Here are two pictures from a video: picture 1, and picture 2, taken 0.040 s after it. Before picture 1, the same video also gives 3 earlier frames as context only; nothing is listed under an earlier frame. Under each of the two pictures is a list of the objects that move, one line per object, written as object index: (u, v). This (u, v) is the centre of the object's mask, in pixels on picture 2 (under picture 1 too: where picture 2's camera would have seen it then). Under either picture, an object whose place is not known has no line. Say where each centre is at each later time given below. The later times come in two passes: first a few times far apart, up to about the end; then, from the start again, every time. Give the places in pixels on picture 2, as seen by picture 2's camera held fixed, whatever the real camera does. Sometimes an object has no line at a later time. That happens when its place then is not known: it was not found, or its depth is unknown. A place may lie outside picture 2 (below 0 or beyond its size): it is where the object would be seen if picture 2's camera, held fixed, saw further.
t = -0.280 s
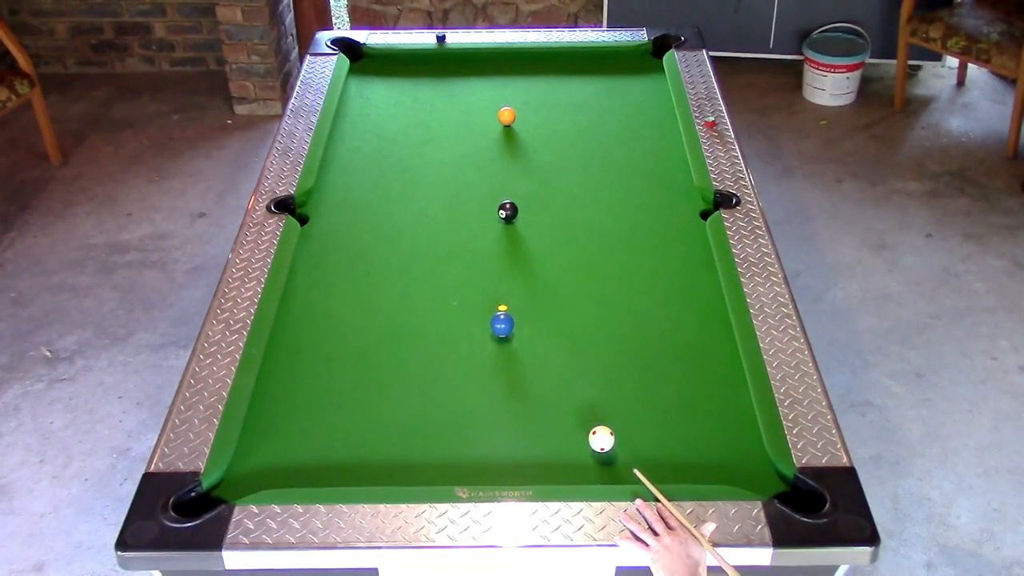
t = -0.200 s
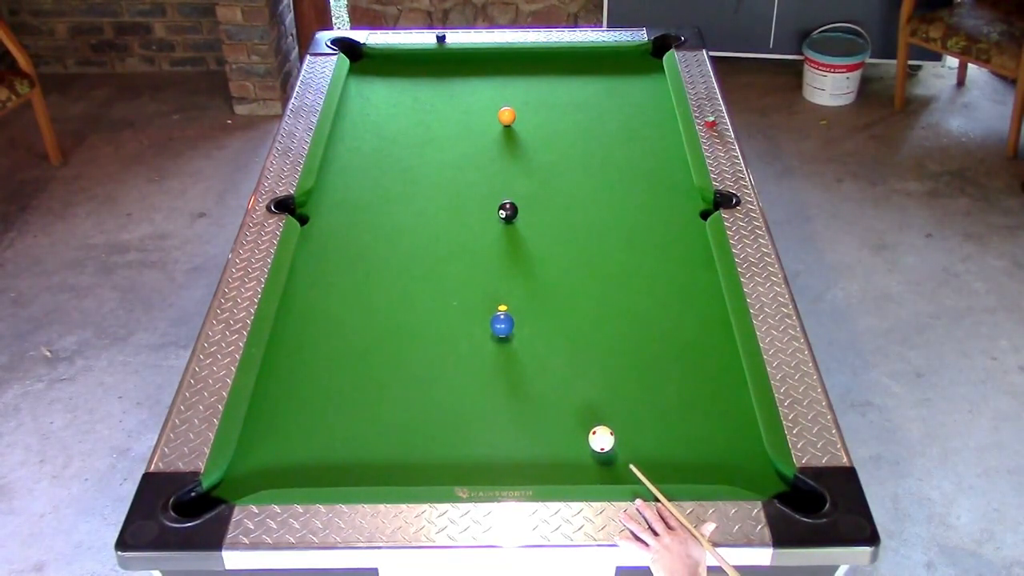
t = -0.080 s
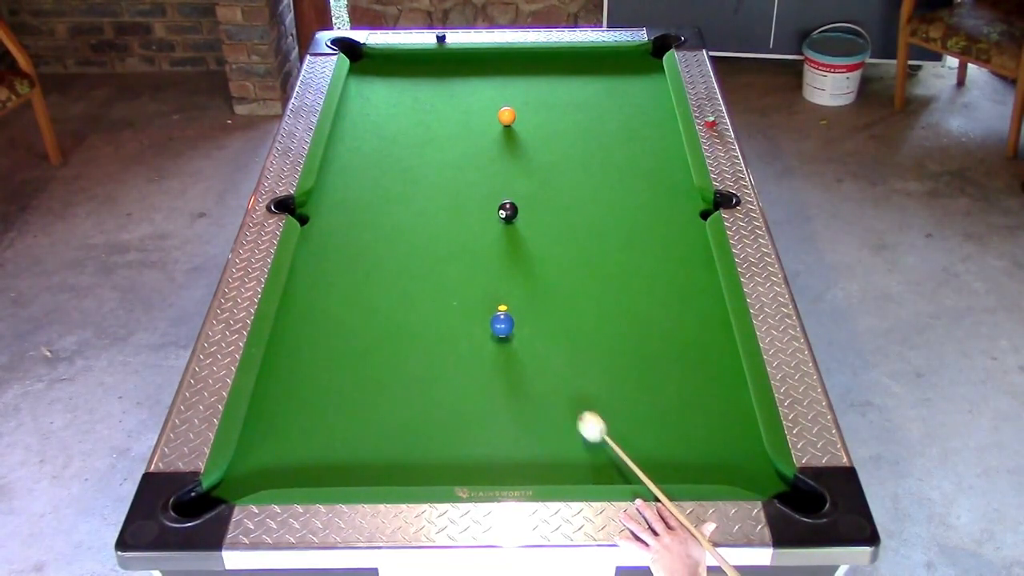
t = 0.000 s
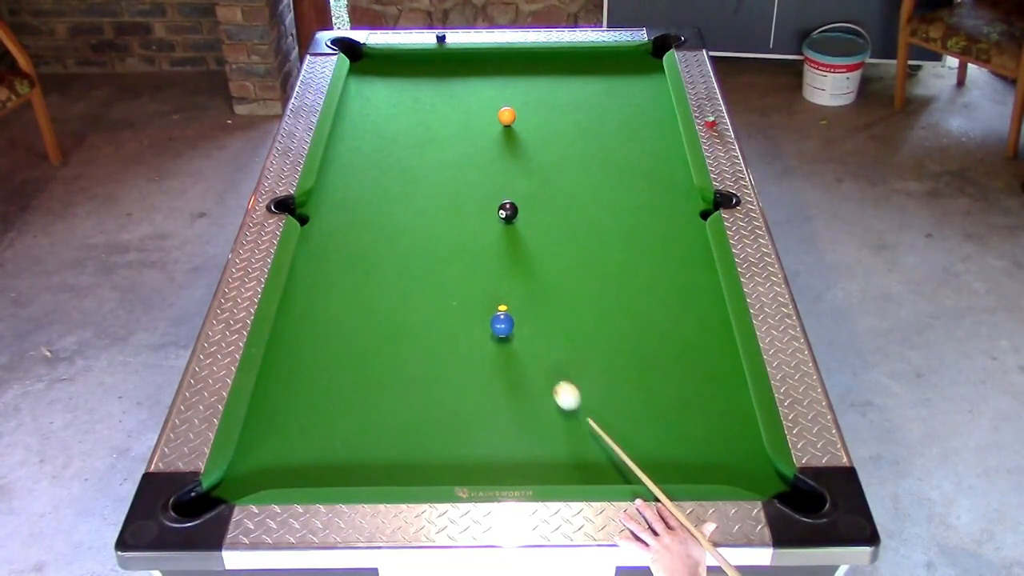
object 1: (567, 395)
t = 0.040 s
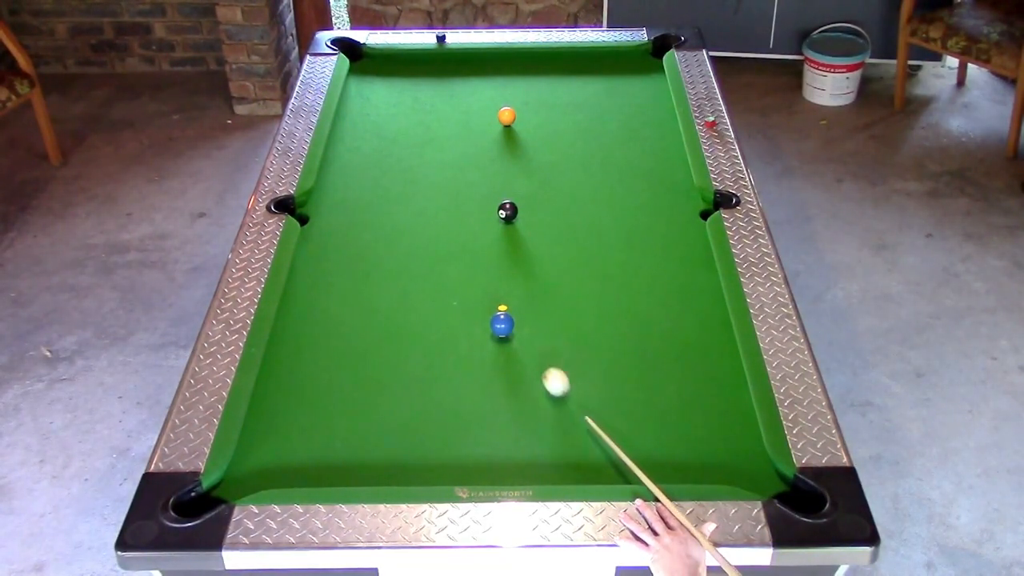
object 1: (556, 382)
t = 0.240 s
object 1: (526, 329)
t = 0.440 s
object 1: (541, 306)
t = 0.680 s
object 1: (555, 280)
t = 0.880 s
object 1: (566, 262)
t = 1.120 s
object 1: (578, 242)
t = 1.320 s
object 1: (587, 227)
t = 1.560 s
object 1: (596, 212)
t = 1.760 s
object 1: (604, 201)
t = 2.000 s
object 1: (611, 189)
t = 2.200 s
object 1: (616, 181)
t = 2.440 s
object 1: (622, 172)
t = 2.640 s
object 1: (625, 166)
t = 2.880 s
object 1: (629, 160)
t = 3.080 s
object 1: (631, 156)
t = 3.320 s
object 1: (633, 153)
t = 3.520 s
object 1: (635, 151)
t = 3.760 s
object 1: (636, 150)
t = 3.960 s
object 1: (636, 150)
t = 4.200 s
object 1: (636, 149)
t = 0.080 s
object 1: (546, 368)
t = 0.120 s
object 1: (536, 355)
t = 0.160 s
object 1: (526, 343)
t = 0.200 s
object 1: (521, 333)
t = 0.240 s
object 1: (526, 329)
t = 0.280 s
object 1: (530, 325)
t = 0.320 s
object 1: (532, 320)
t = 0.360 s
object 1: (535, 315)
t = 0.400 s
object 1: (538, 310)
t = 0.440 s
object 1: (541, 306)
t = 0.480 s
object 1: (543, 301)
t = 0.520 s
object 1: (546, 297)
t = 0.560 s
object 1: (548, 293)
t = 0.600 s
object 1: (551, 288)
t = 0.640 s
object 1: (553, 284)
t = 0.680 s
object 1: (555, 280)
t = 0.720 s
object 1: (558, 276)
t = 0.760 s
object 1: (560, 273)
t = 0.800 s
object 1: (562, 269)
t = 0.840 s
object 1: (564, 265)
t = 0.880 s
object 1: (566, 262)
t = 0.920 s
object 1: (568, 258)
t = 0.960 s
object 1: (570, 255)
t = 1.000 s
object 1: (573, 251)
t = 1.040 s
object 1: (574, 248)
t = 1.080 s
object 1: (576, 245)
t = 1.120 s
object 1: (578, 242)
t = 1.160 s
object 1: (580, 239)
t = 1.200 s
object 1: (582, 236)
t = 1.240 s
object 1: (583, 233)
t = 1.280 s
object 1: (585, 230)
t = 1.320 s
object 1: (587, 227)
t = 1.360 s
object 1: (588, 225)
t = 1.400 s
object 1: (590, 222)
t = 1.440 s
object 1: (591, 219)
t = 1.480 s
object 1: (593, 217)
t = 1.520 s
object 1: (595, 214)
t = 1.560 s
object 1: (596, 212)
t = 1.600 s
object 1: (598, 210)
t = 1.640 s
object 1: (599, 207)
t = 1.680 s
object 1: (601, 205)
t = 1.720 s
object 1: (602, 203)
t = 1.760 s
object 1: (604, 201)
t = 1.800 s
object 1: (605, 199)
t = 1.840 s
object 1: (606, 197)
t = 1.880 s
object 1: (607, 195)
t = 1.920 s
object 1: (609, 193)
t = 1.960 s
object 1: (610, 191)
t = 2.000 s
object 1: (611, 189)
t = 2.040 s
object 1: (612, 188)
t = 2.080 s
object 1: (613, 186)
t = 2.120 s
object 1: (614, 184)
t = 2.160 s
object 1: (615, 183)
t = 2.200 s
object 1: (616, 181)
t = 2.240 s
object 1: (617, 179)
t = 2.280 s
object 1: (618, 178)
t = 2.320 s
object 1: (619, 177)
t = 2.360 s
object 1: (620, 175)
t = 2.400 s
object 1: (621, 174)
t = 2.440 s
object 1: (622, 172)
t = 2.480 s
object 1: (622, 171)
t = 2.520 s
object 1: (623, 170)
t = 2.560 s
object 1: (624, 168)
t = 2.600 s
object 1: (625, 167)
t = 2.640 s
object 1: (625, 166)
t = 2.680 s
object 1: (626, 165)
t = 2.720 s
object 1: (627, 164)
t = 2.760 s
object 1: (628, 163)
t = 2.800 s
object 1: (628, 162)
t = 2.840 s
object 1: (629, 161)
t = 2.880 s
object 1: (629, 160)
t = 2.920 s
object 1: (630, 159)
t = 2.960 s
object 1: (630, 159)
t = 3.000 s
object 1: (630, 158)
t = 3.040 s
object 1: (631, 157)
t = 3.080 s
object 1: (631, 156)
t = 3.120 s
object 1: (631, 156)
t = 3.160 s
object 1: (632, 155)
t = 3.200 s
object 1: (632, 155)
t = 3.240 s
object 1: (632, 154)
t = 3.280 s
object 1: (633, 153)
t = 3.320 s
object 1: (633, 153)
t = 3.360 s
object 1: (634, 152)
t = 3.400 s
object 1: (634, 152)
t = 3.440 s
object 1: (634, 151)
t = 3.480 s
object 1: (634, 151)
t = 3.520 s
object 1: (635, 151)
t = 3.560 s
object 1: (635, 151)
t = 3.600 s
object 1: (635, 150)
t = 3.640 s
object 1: (635, 150)
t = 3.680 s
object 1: (636, 150)
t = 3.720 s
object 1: (636, 150)
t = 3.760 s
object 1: (636, 150)
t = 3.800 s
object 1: (636, 150)
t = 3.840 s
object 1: (636, 150)
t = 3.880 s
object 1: (636, 150)
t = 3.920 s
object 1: (636, 149)
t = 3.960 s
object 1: (636, 150)
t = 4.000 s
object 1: (636, 150)
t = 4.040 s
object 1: (636, 150)
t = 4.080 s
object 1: (636, 150)
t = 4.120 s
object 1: (636, 149)
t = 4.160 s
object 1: (636, 149)
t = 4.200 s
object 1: (636, 149)
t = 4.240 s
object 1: (636, 150)
